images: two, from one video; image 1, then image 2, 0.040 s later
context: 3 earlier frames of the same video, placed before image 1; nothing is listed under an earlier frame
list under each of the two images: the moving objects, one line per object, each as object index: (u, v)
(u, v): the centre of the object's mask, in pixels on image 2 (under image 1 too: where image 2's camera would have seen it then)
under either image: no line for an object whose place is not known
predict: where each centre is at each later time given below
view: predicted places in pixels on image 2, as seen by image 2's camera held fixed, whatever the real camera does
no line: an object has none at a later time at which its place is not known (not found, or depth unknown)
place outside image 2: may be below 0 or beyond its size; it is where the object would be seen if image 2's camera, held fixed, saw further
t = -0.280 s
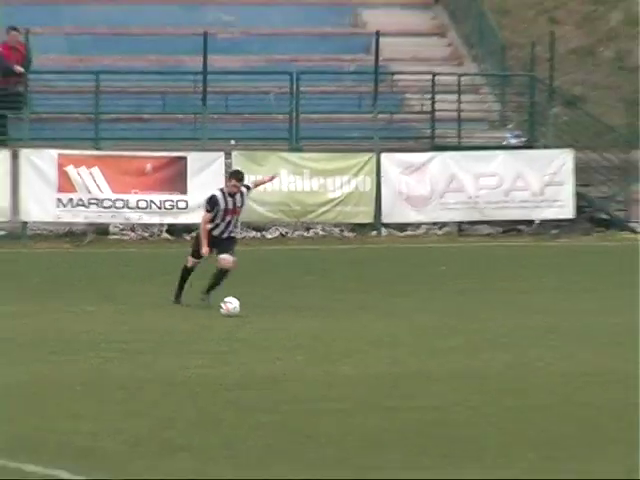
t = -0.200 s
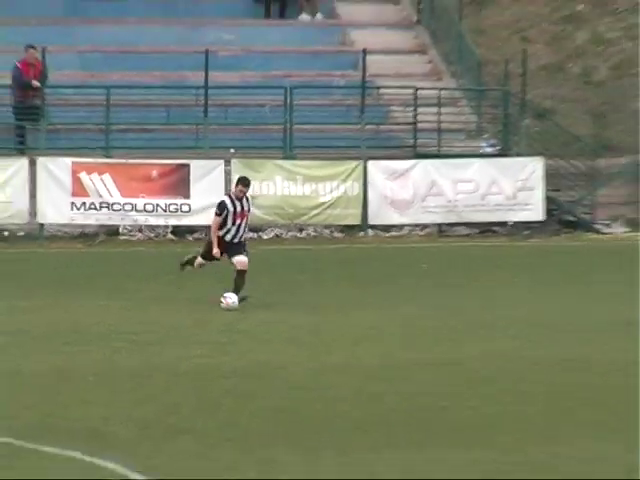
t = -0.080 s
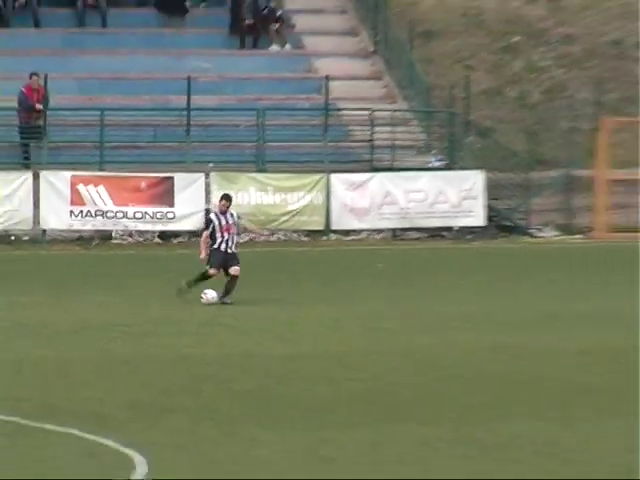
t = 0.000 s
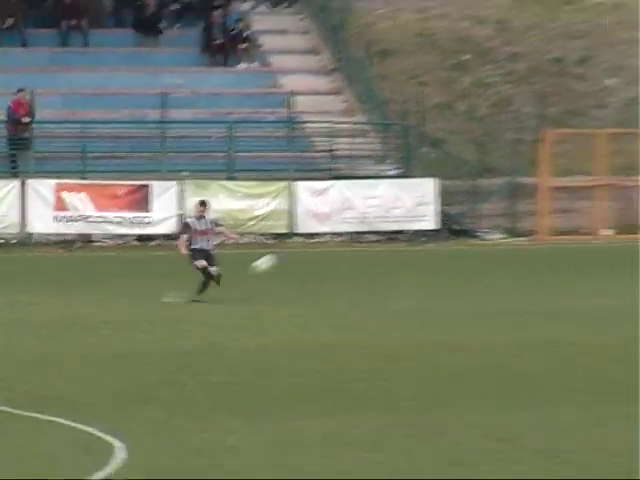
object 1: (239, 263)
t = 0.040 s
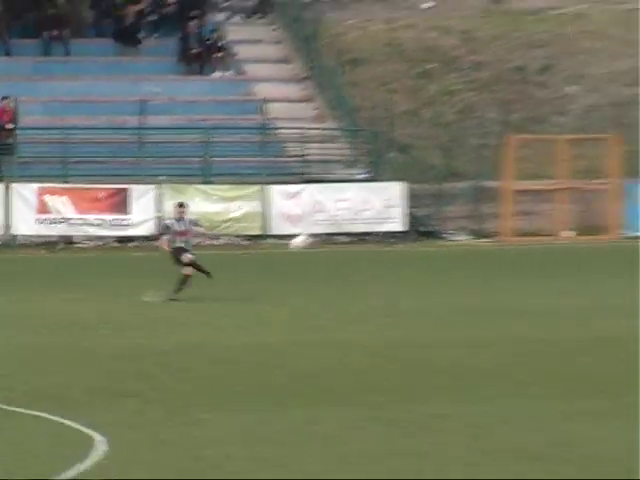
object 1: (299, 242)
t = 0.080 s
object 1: (363, 219)
